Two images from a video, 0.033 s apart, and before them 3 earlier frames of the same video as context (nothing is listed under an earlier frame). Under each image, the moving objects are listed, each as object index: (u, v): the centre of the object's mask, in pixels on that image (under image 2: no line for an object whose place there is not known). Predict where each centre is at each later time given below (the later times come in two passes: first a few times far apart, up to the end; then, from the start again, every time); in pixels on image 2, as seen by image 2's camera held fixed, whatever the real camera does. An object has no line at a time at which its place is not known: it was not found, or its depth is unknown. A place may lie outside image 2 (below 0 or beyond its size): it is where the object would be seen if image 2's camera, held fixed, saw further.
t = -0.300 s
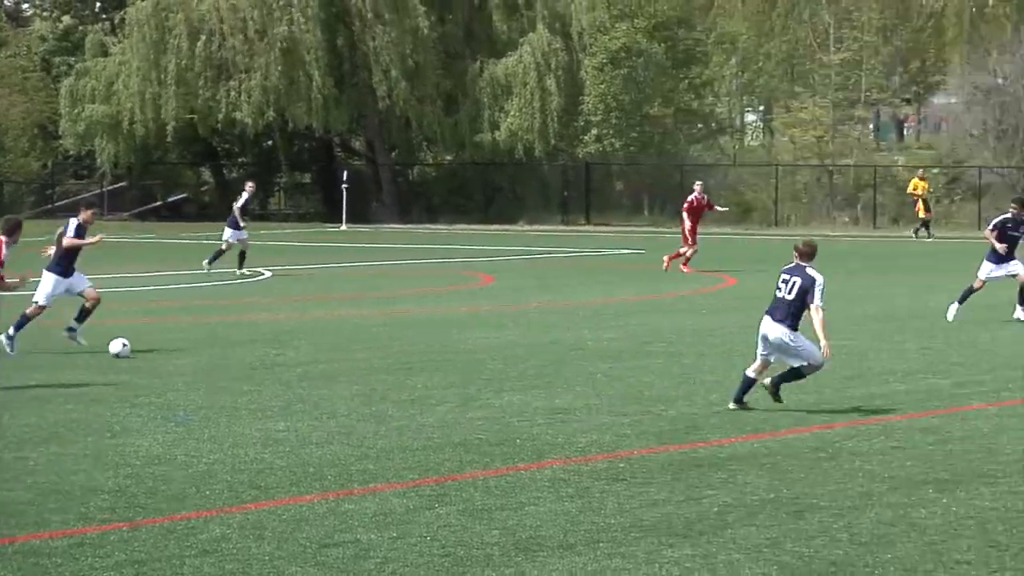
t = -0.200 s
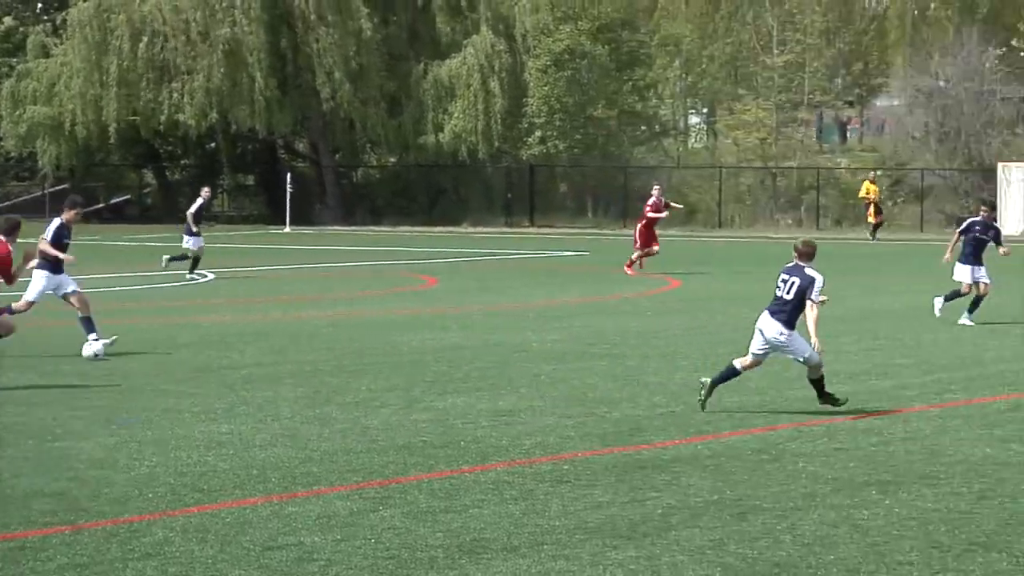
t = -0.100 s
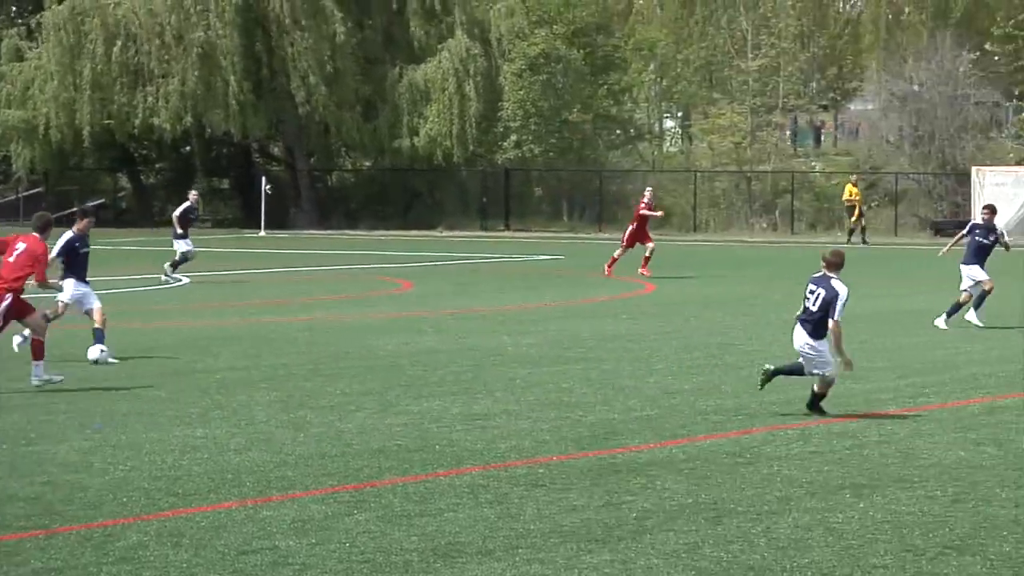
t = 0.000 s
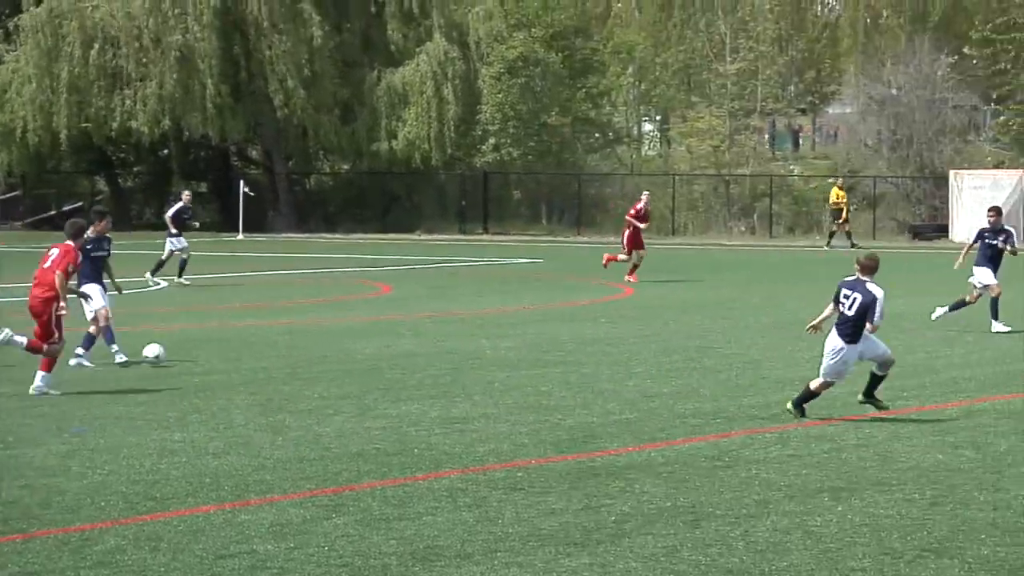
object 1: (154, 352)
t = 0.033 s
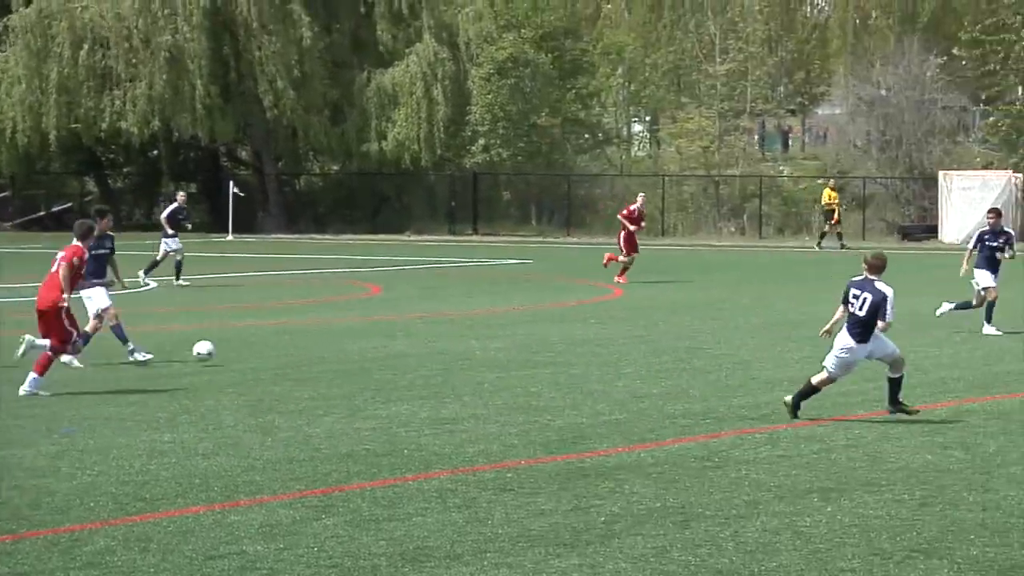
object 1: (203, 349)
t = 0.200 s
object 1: (487, 349)
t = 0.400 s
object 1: (769, 343)
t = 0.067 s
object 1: (262, 348)
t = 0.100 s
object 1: (320, 346)
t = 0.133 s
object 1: (376, 346)
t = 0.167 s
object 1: (433, 347)
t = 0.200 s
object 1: (487, 349)
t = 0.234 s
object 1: (540, 350)
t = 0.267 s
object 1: (588, 347)
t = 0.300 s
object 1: (634, 344)
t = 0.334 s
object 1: (680, 343)
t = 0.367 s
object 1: (725, 343)
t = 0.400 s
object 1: (769, 343)
